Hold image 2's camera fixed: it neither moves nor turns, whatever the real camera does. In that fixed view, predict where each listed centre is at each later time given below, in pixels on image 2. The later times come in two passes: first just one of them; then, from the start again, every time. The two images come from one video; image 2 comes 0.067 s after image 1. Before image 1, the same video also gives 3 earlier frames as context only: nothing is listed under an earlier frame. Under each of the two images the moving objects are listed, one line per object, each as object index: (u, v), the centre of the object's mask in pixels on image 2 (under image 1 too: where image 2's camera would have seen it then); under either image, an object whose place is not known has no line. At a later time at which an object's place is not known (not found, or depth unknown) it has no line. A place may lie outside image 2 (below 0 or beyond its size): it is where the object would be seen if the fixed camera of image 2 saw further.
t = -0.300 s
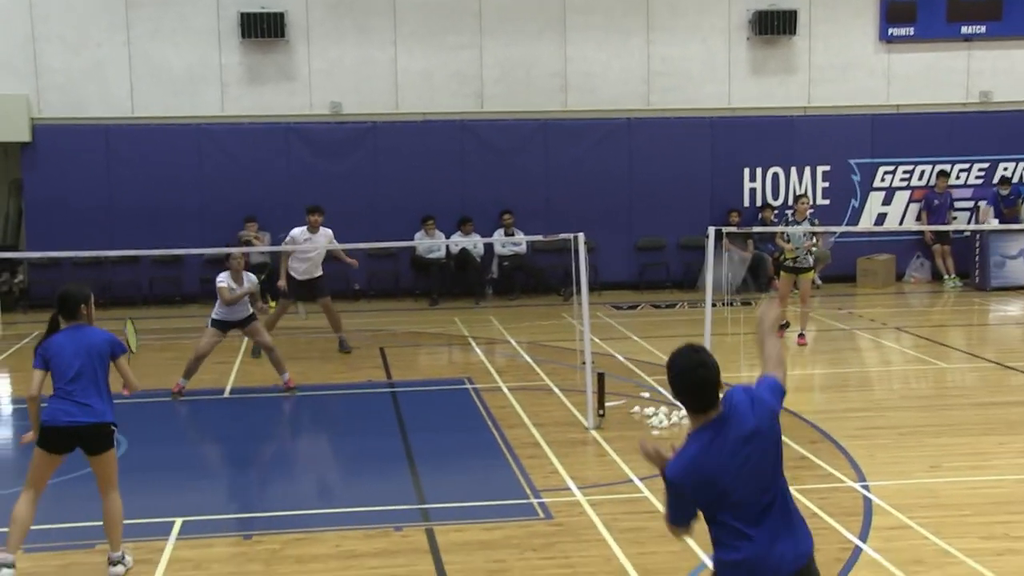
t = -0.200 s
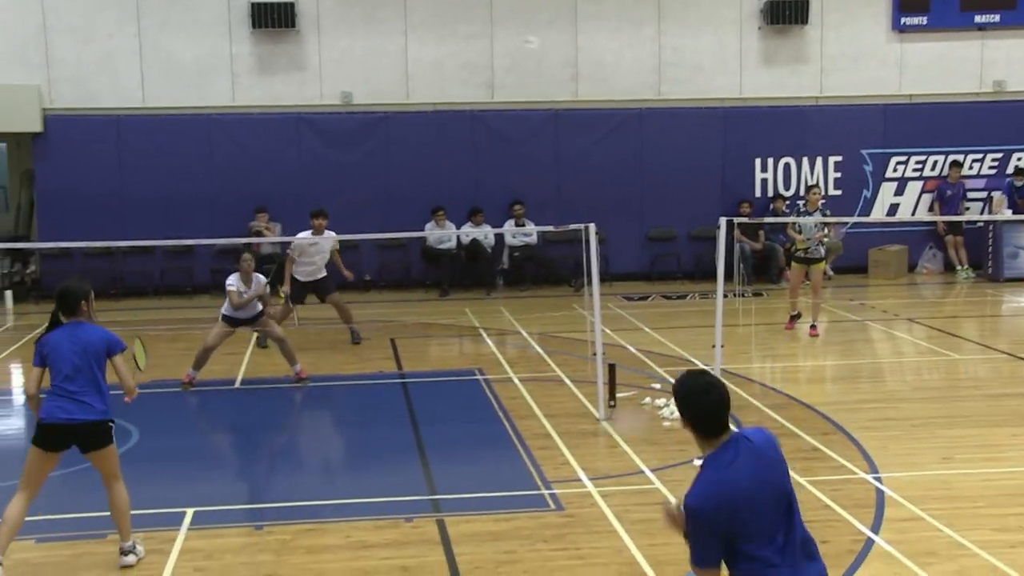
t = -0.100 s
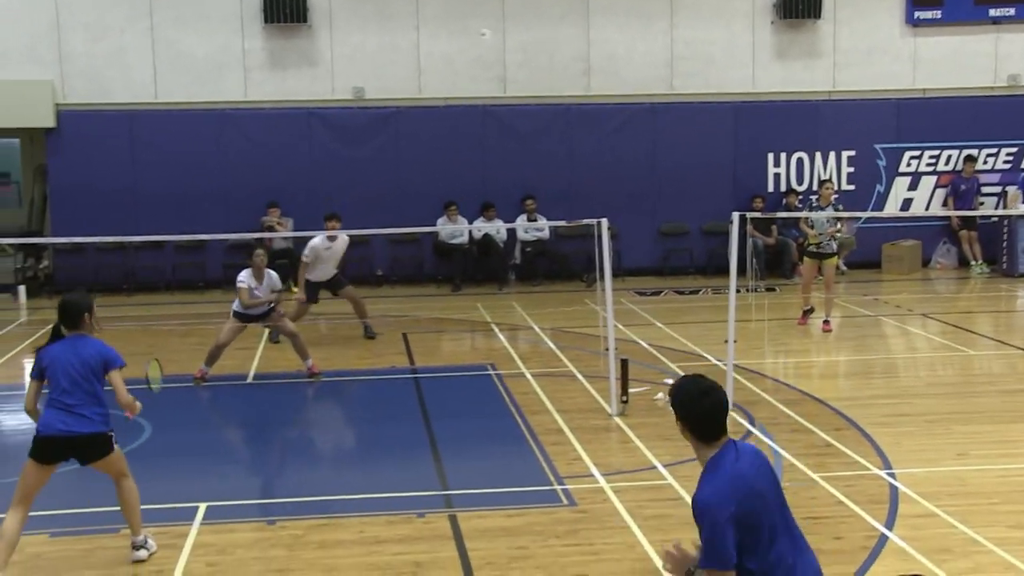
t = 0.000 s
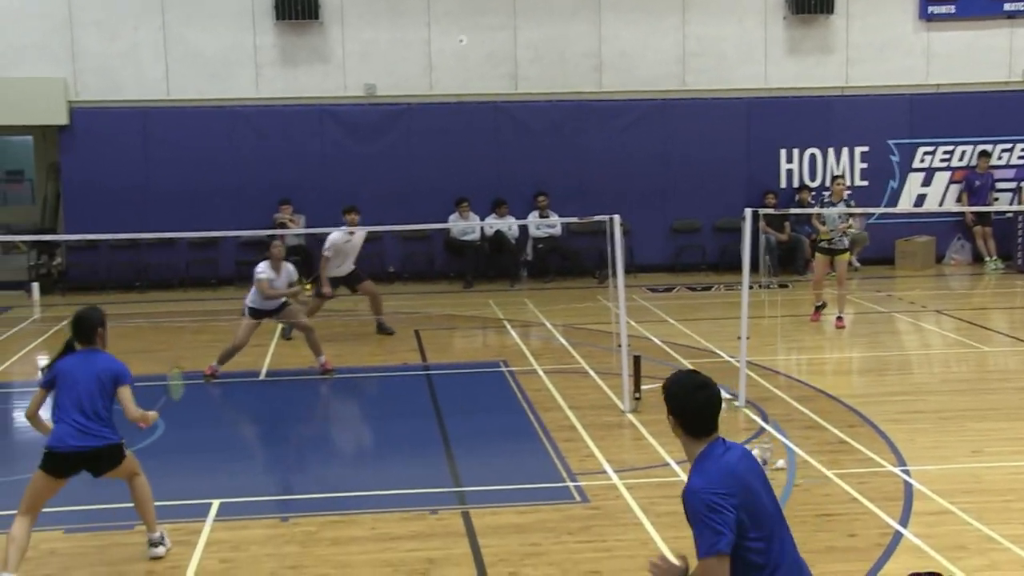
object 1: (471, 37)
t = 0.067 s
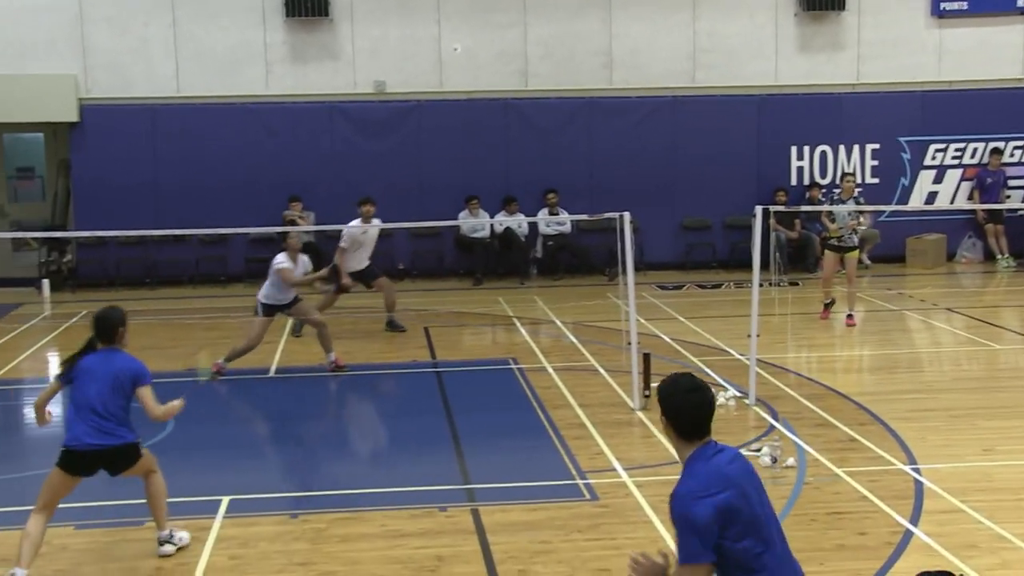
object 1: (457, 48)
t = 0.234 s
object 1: (434, 87)
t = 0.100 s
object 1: (451, 55)
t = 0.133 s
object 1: (446, 62)
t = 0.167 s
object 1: (441, 70)
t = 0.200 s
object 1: (437, 80)
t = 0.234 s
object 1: (434, 87)
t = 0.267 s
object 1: (430, 97)
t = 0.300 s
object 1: (427, 108)
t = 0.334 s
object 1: (425, 119)
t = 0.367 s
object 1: (423, 130)
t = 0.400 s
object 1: (421, 142)
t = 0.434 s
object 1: (421, 152)
